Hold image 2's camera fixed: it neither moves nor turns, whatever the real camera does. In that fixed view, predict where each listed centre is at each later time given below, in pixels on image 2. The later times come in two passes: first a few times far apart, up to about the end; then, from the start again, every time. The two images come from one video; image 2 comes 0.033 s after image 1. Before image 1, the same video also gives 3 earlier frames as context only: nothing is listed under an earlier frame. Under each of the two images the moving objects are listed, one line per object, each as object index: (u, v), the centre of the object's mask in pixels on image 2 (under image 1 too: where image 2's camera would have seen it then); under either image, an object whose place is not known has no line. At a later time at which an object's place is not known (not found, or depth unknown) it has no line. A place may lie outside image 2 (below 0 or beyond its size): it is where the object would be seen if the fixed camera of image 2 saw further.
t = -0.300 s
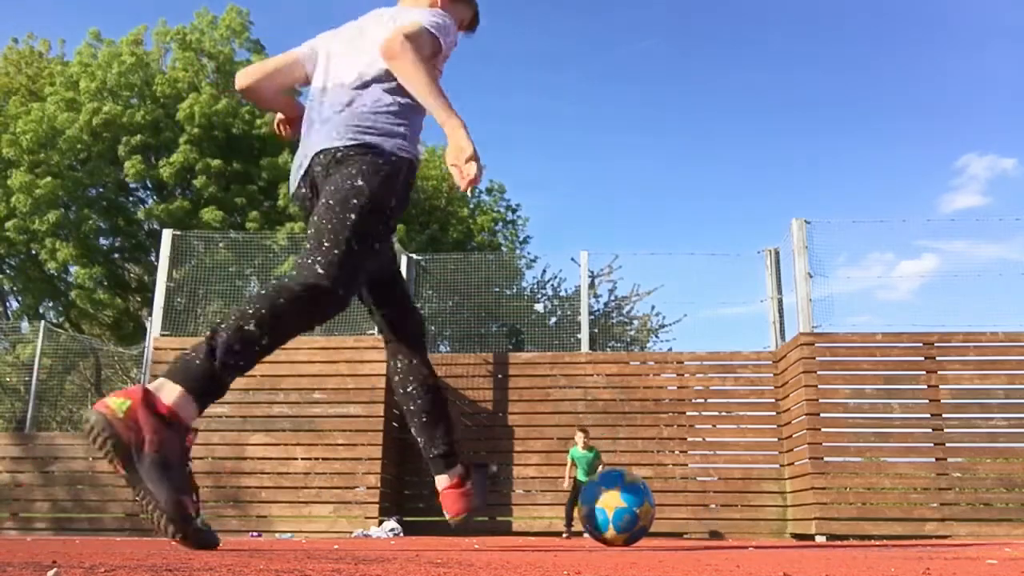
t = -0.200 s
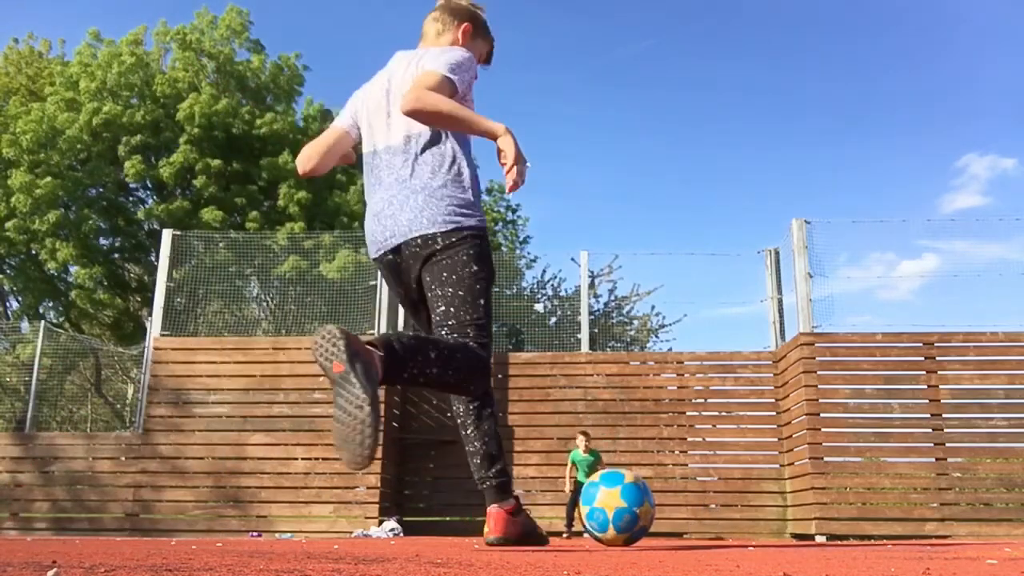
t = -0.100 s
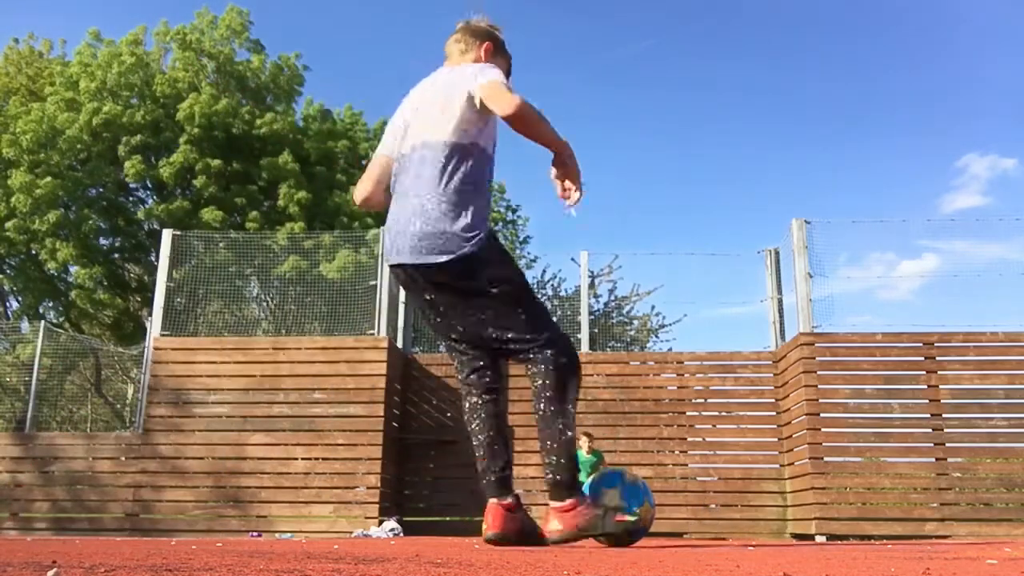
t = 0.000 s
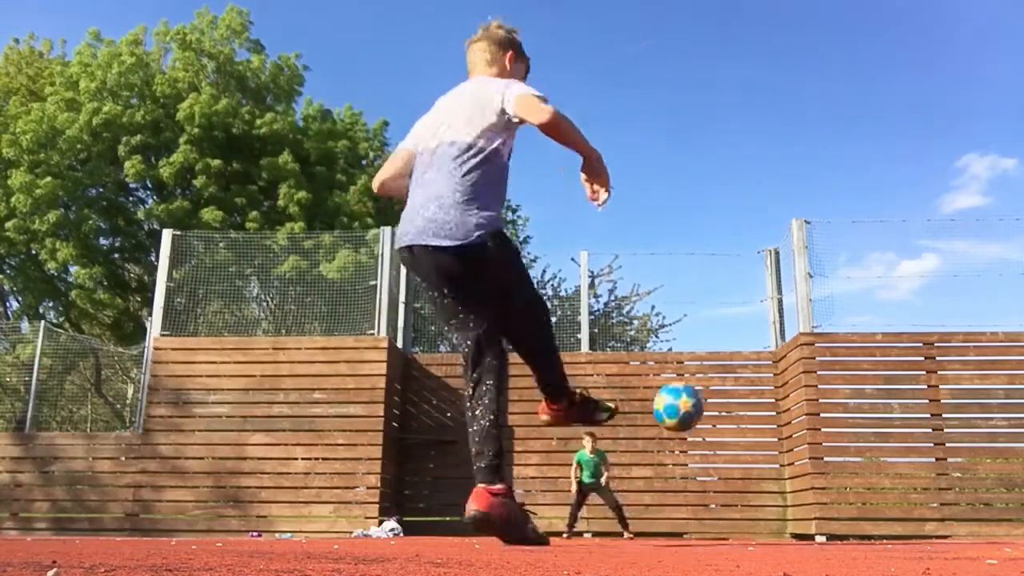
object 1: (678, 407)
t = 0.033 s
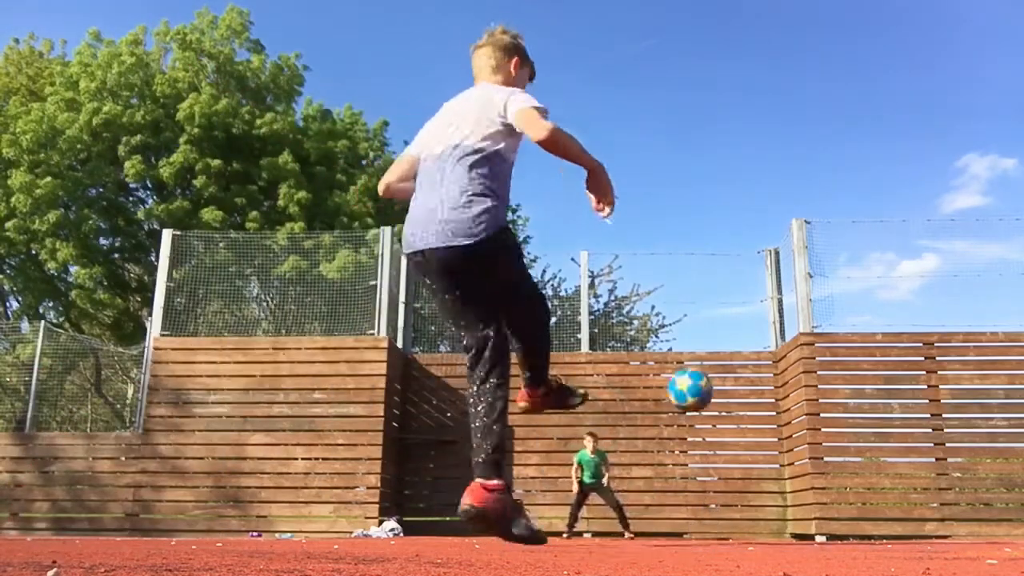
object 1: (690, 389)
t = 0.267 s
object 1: (728, 364)
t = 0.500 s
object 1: (739, 396)
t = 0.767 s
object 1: (775, 434)
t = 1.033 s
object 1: (865, 518)
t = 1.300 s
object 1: (922, 454)
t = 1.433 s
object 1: (955, 435)
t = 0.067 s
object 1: (700, 378)
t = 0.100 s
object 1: (707, 370)
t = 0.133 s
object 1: (713, 366)
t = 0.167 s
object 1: (718, 363)
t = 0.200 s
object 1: (722, 363)
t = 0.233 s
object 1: (725, 362)
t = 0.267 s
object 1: (728, 364)
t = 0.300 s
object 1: (730, 367)
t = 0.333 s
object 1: (731, 371)
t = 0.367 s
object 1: (734, 374)
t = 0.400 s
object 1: (735, 379)
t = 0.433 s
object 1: (736, 385)
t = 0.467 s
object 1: (738, 391)
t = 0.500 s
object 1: (739, 396)
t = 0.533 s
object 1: (739, 404)
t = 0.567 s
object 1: (740, 411)
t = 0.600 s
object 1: (740, 418)
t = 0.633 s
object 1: (743, 422)
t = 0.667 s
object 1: (751, 424)
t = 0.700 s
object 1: (758, 427)
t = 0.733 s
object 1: (766, 430)
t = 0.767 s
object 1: (775, 434)
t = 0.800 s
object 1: (784, 440)
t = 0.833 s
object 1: (794, 446)
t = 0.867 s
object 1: (804, 454)
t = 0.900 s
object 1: (815, 464)
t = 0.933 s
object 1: (827, 475)
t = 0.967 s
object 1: (839, 488)
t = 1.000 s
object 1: (851, 502)
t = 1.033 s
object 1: (865, 518)
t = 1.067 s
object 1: (876, 529)
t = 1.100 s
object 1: (883, 515)
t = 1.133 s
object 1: (889, 503)
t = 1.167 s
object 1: (894, 491)
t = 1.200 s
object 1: (901, 480)
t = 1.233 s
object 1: (908, 471)
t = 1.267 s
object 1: (915, 462)
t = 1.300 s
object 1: (922, 454)
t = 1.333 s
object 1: (929, 448)
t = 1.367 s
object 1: (937, 443)
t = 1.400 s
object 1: (946, 438)
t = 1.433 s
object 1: (955, 435)
